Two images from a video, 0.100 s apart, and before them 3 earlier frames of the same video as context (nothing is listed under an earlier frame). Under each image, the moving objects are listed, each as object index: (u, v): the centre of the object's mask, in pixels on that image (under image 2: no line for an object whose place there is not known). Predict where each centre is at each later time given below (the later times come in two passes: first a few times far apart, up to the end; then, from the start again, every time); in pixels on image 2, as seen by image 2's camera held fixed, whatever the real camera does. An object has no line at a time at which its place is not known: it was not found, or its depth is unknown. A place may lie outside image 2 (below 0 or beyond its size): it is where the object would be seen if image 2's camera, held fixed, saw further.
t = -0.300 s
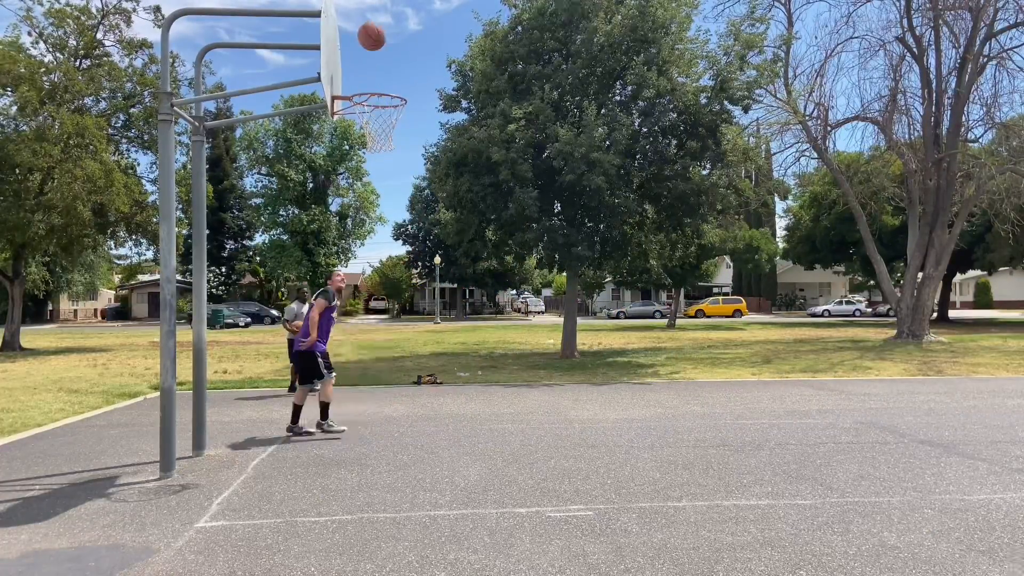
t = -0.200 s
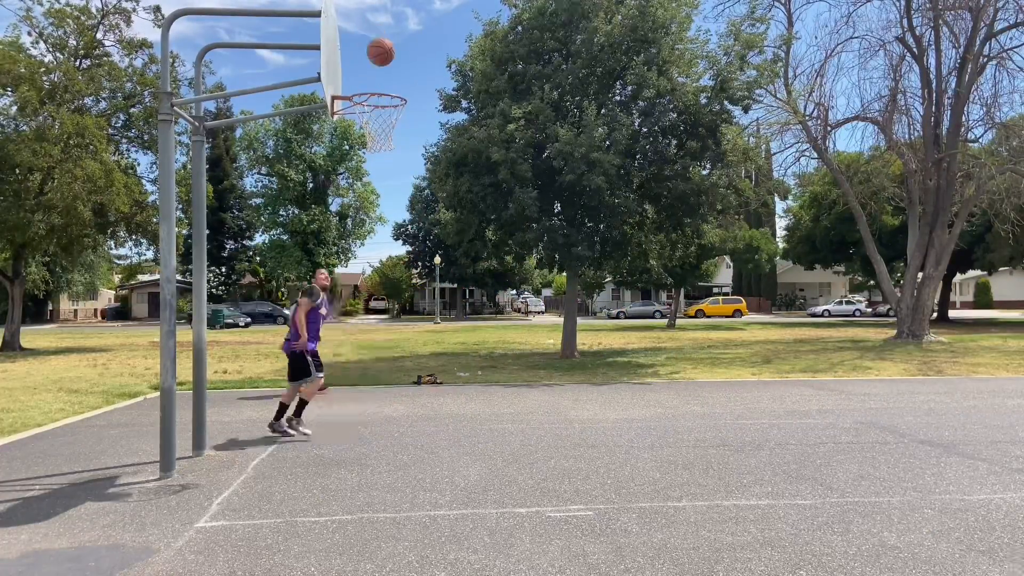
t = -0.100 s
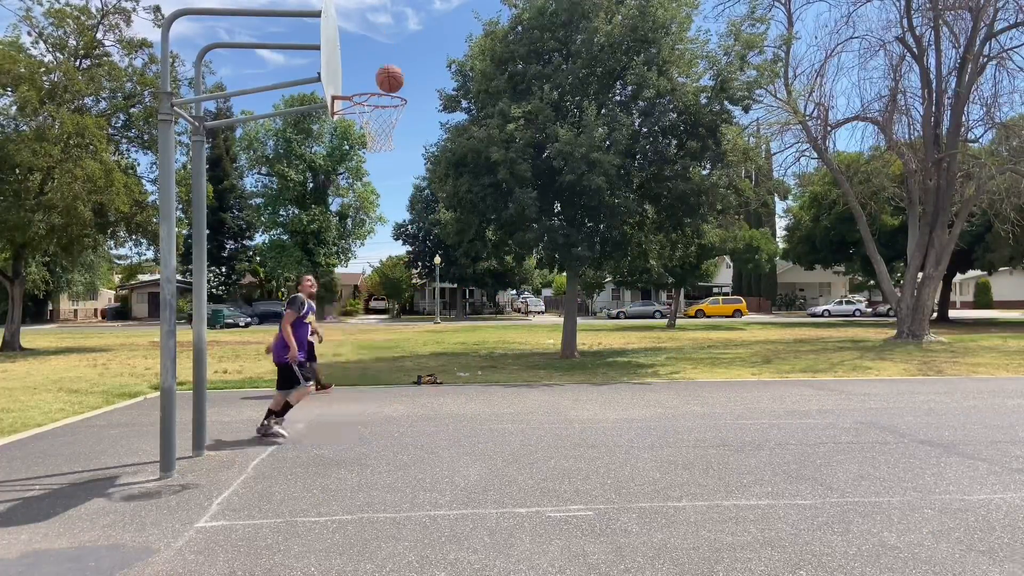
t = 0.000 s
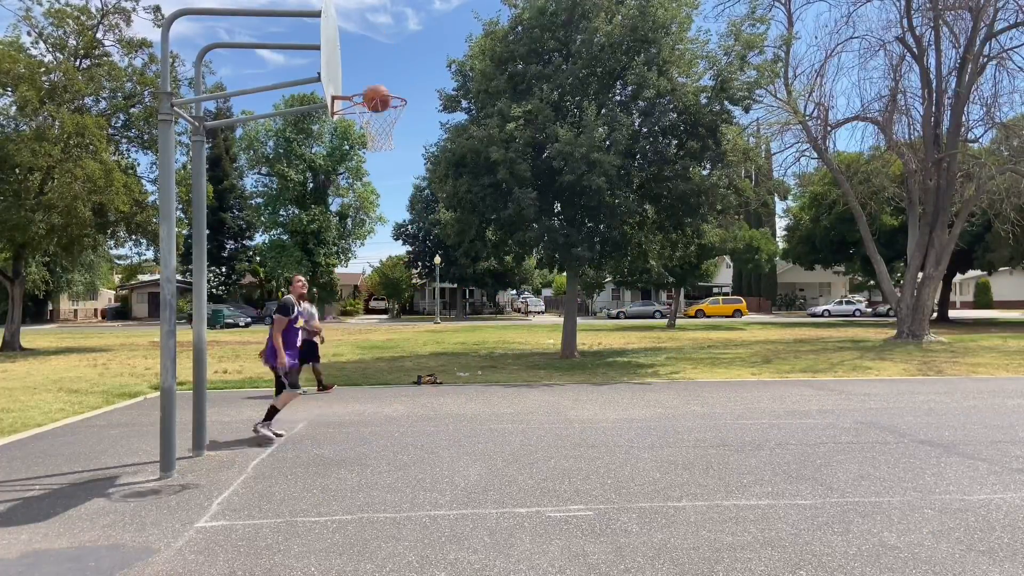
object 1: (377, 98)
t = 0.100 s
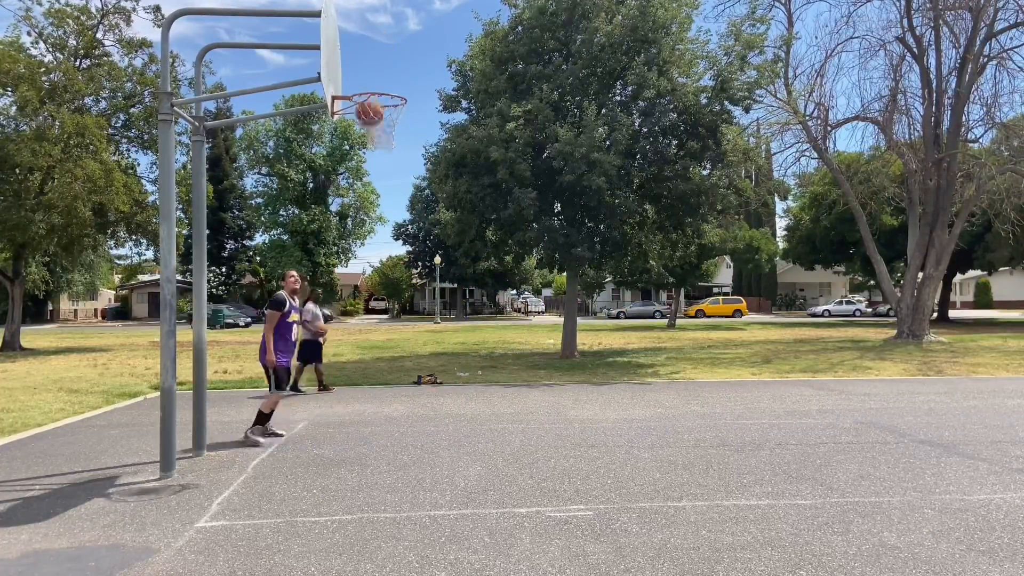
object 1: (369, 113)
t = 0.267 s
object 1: (385, 140)
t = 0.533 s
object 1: (411, 239)
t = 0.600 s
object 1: (417, 276)
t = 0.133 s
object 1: (374, 118)
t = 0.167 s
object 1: (376, 124)
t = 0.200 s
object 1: (379, 130)
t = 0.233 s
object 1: (383, 135)
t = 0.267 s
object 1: (385, 140)
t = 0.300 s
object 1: (388, 150)
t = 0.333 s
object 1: (392, 158)
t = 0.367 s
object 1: (394, 169)
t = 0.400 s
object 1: (397, 180)
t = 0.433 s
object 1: (401, 193)
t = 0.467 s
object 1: (404, 207)
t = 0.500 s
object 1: (407, 224)
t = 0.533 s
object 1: (411, 239)
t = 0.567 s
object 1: (414, 257)
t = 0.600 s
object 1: (417, 276)
